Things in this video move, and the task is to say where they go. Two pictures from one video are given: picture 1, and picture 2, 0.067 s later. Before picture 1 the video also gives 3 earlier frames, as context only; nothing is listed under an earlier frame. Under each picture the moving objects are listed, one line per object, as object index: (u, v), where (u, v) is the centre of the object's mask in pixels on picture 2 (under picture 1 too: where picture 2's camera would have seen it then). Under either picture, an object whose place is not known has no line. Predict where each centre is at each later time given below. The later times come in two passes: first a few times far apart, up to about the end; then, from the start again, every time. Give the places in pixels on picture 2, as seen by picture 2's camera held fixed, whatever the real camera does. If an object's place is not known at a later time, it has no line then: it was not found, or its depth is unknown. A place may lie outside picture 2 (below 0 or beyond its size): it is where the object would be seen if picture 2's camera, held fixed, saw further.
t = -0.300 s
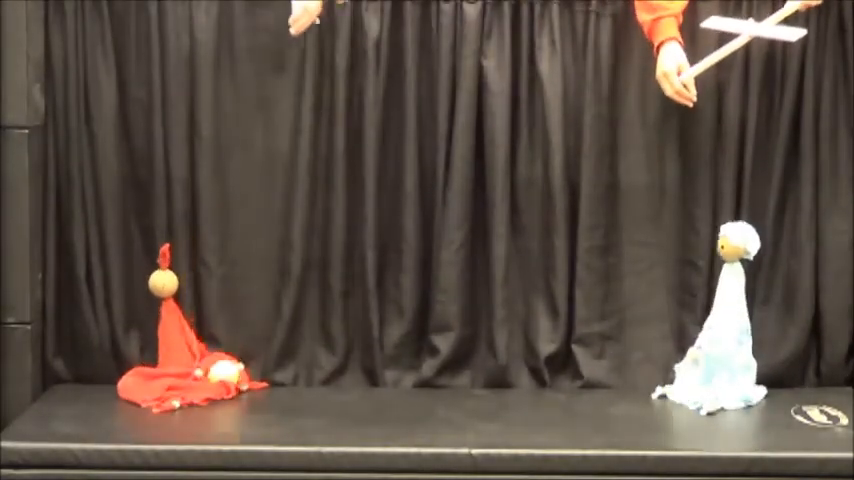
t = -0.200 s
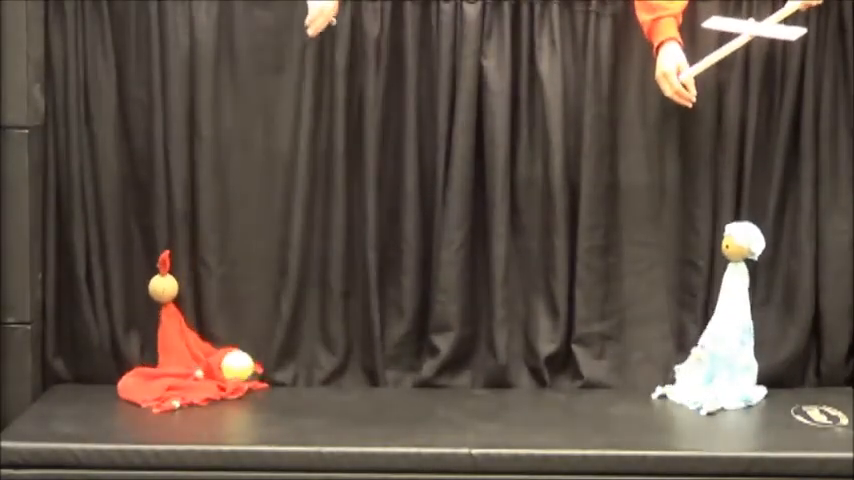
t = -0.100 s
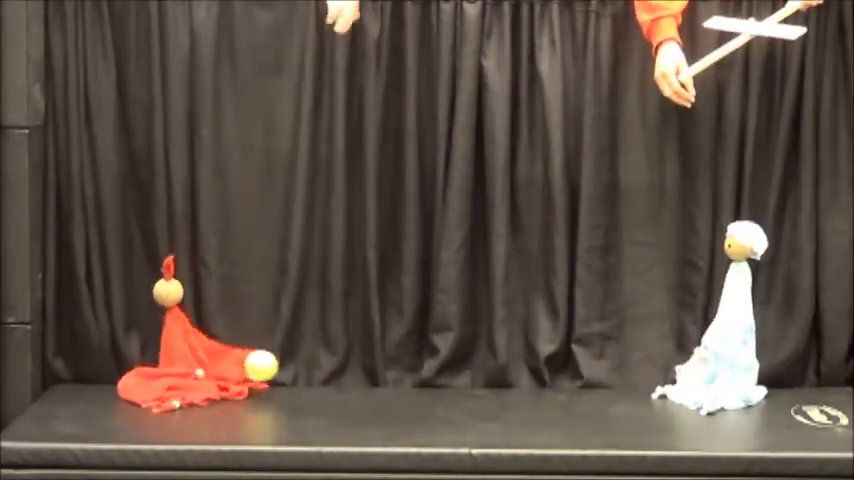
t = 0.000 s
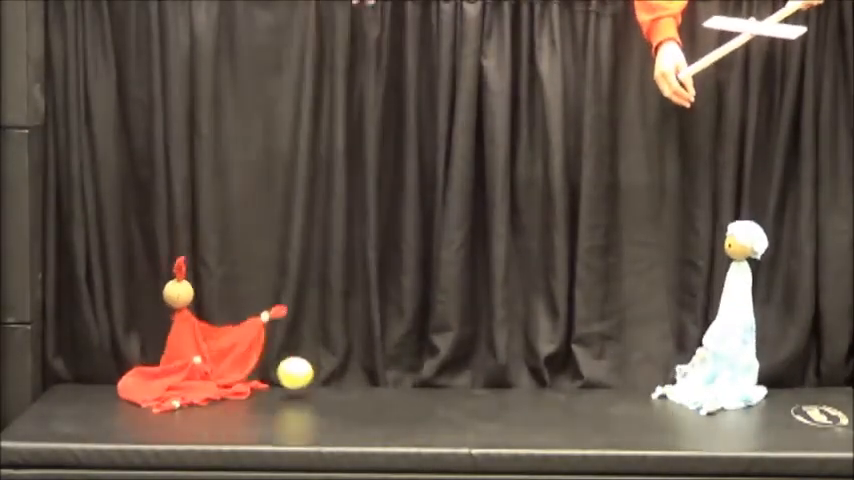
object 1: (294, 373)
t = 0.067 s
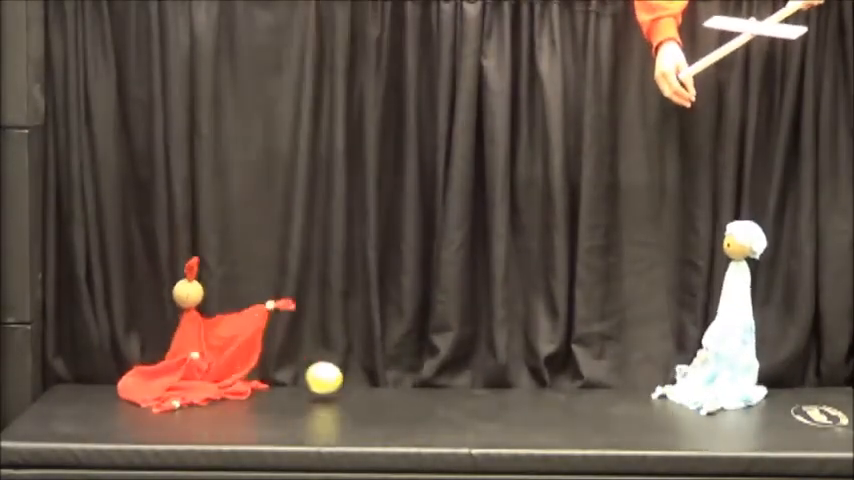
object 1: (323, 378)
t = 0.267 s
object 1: (431, 387)
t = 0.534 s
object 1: (582, 381)
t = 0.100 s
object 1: (340, 381)
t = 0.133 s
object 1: (356, 384)
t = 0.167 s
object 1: (374, 386)
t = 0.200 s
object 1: (392, 387)
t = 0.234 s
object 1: (411, 387)
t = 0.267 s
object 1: (431, 387)
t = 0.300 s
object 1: (451, 386)
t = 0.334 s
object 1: (470, 385)
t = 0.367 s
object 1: (489, 385)
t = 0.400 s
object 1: (509, 384)
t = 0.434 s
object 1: (528, 383)
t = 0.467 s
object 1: (546, 383)
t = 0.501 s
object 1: (564, 382)
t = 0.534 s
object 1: (582, 381)
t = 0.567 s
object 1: (598, 380)
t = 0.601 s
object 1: (614, 380)
